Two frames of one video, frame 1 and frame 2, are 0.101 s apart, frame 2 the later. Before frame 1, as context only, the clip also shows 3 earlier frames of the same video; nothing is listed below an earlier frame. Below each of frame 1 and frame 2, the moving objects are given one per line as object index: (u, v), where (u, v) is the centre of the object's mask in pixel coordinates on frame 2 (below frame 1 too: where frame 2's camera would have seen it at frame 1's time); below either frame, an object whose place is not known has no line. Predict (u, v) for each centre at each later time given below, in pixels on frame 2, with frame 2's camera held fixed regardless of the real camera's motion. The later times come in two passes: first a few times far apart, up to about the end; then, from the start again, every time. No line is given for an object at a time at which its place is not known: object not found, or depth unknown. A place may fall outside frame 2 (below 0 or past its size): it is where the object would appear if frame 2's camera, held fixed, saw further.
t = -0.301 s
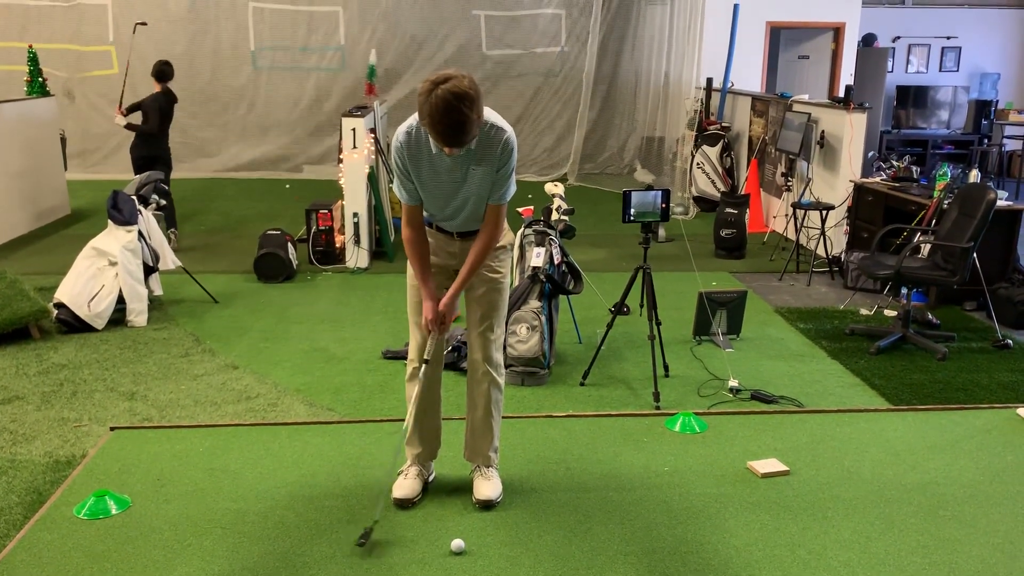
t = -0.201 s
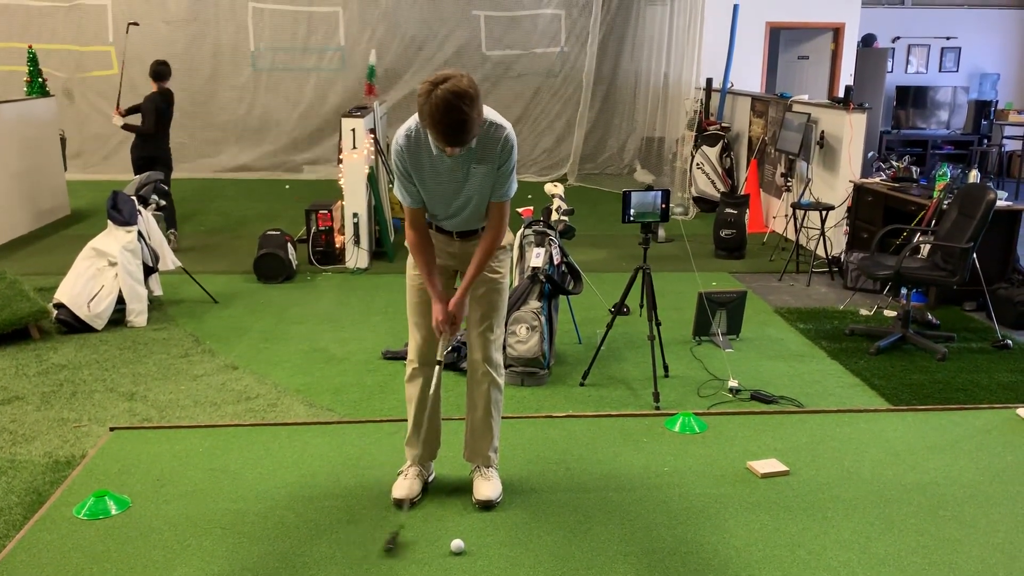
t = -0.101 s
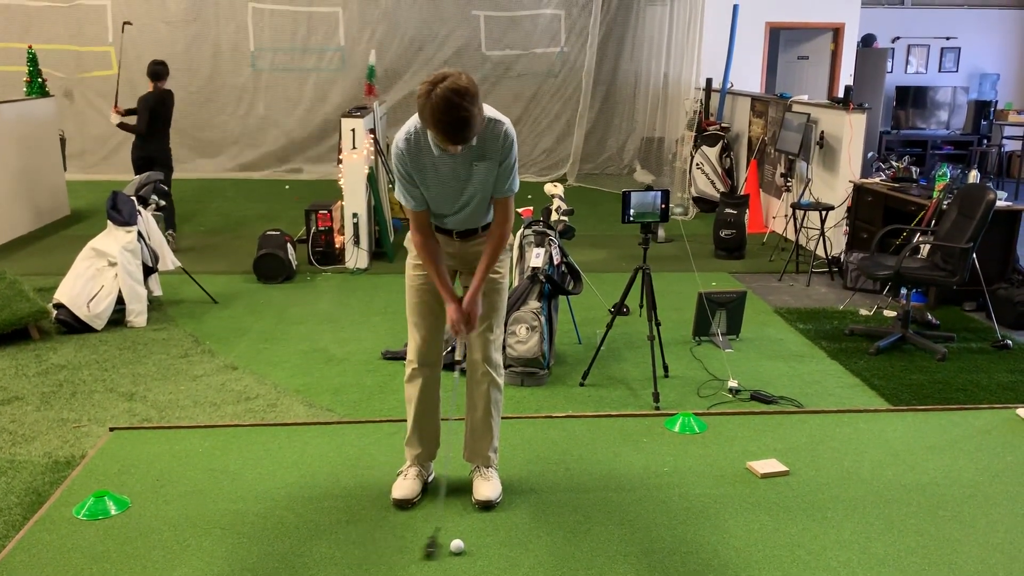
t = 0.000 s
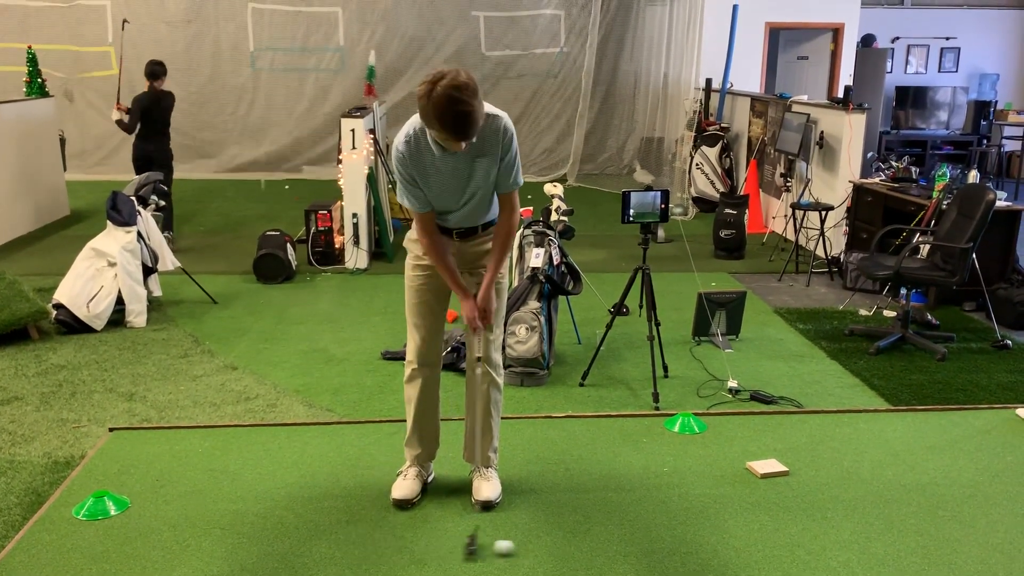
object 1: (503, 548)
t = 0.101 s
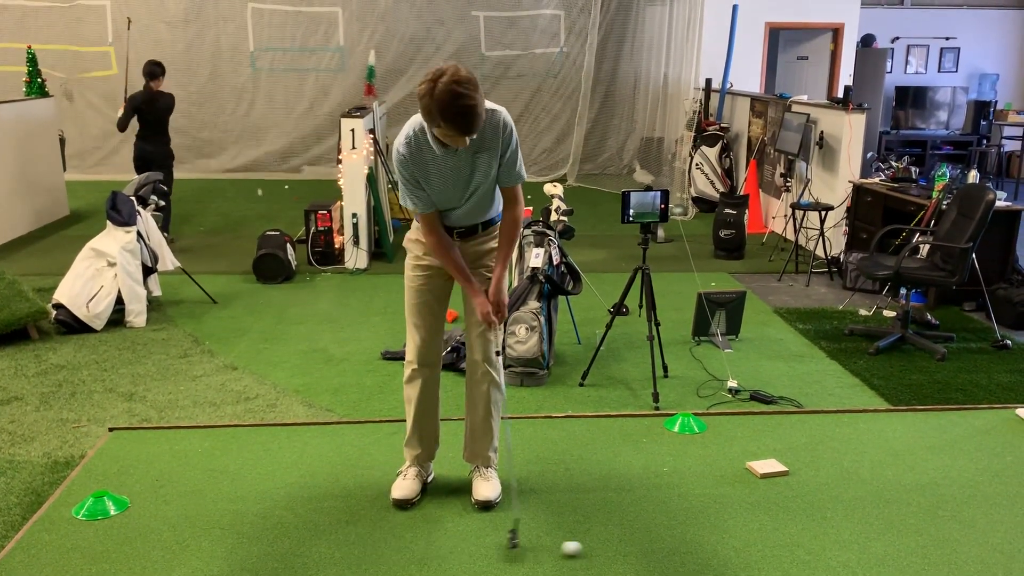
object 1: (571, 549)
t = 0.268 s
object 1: (665, 551)
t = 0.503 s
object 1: (784, 552)
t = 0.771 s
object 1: (912, 552)
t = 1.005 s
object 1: (1016, 550)
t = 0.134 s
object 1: (592, 549)
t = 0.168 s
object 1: (611, 550)
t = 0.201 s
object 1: (630, 550)
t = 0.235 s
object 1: (648, 551)
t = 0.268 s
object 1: (665, 551)
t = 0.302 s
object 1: (683, 551)
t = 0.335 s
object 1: (700, 552)
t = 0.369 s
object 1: (717, 552)
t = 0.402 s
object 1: (734, 552)
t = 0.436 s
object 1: (751, 552)
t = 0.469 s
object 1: (768, 552)
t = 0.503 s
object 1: (784, 552)
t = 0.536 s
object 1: (801, 552)
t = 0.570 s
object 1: (817, 552)
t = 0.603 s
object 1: (833, 552)
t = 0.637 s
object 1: (849, 552)
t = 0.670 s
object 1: (865, 552)
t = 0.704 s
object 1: (881, 552)
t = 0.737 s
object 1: (896, 552)
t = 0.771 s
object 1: (912, 552)
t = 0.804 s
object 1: (927, 551)
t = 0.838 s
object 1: (942, 551)
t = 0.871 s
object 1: (957, 551)
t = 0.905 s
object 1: (972, 551)
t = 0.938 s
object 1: (986, 551)
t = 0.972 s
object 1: (1001, 550)
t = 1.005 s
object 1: (1016, 550)
